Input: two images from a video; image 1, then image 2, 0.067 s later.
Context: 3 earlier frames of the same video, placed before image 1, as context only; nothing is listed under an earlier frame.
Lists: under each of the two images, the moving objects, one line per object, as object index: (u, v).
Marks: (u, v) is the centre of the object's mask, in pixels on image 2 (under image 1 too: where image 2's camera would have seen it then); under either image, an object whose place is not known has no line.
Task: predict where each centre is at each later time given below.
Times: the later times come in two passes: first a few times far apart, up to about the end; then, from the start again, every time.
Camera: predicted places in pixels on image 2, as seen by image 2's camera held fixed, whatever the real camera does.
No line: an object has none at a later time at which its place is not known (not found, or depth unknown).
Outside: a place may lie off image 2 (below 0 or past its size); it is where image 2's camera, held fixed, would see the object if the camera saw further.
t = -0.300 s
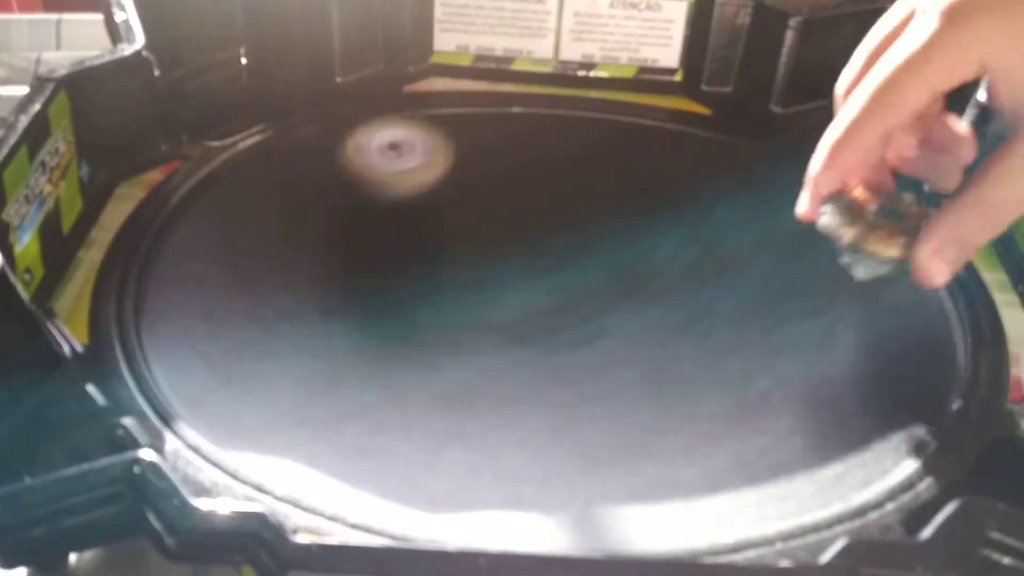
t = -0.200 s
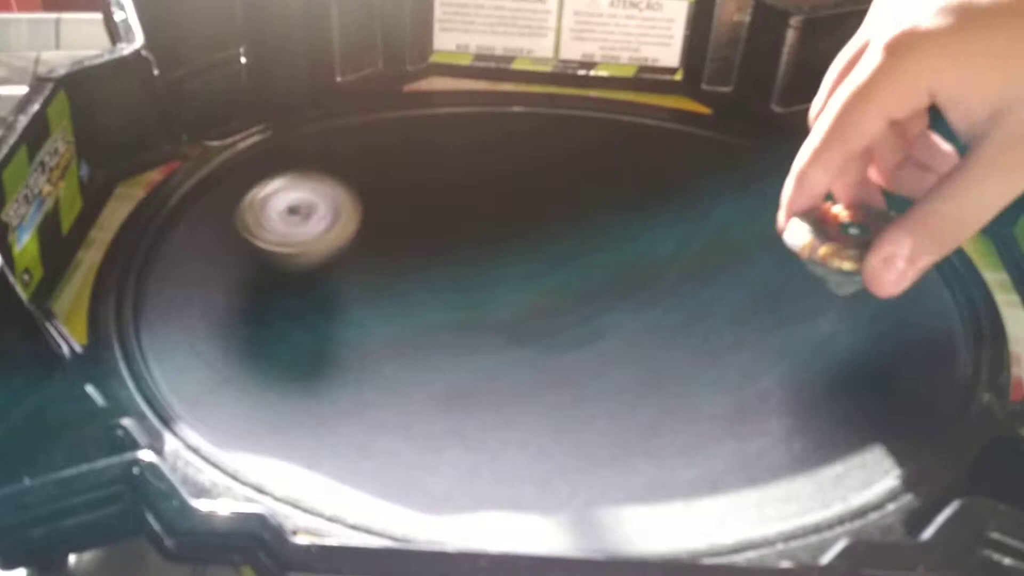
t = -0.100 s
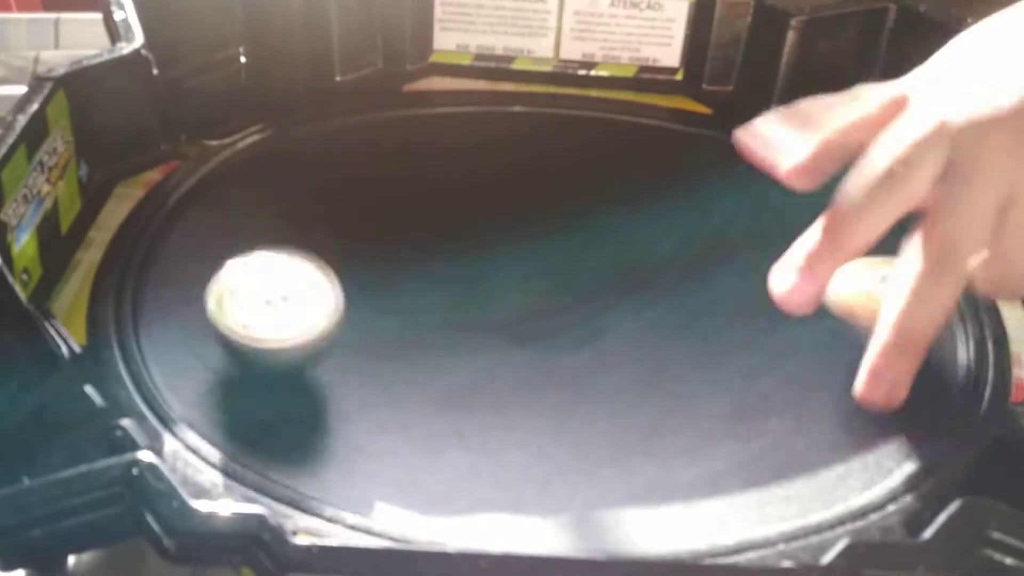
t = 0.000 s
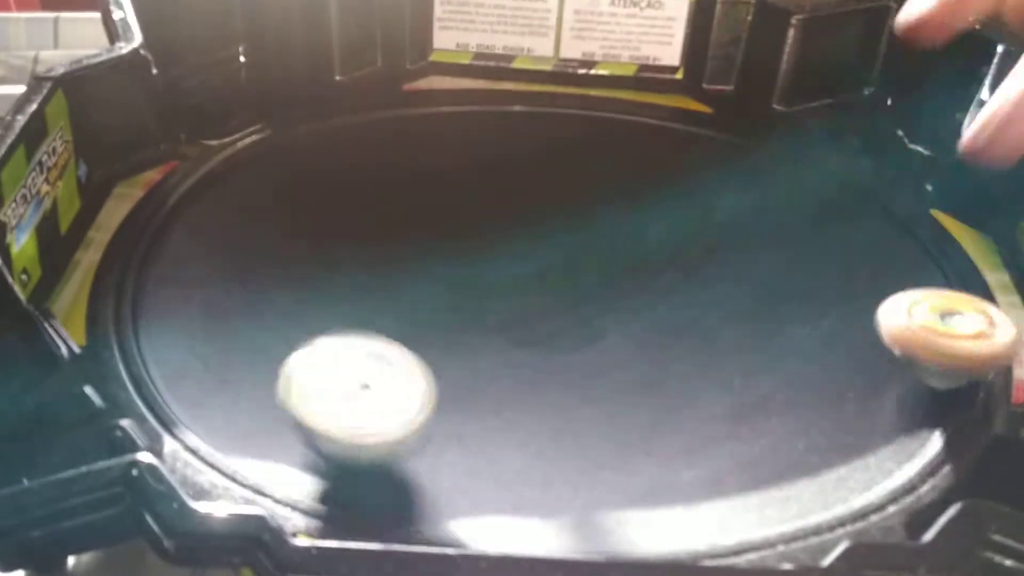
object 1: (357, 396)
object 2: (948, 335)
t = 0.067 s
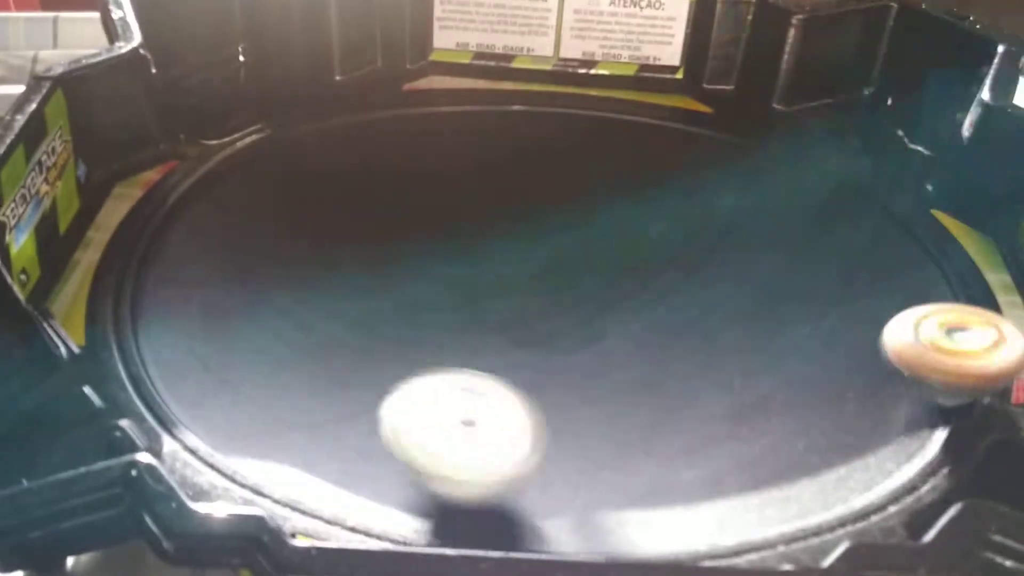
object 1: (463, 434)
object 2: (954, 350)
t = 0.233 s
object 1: (732, 405)
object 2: (907, 374)
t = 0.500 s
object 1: (605, 262)
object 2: (898, 295)
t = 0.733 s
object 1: (439, 238)
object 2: (804, 258)
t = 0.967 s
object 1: (339, 306)
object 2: (607, 238)
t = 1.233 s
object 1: (490, 366)
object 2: (364, 235)
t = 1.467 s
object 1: (596, 295)
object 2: (234, 260)
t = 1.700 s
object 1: (548, 220)
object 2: (240, 312)
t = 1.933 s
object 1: (428, 207)
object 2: (410, 352)
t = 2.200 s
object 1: (418, 301)
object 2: (660, 308)
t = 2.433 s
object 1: (578, 332)
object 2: (790, 226)
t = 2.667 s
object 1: (680, 272)
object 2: (790, 192)
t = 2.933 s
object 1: (494, 249)
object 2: (786, 201)
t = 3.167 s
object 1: (446, 316)
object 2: (718, 283)
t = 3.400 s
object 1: (455, 335)
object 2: (598, 393)
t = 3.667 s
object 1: (464, 330)
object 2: (554, 436)
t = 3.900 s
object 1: (477, 288)
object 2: (524, 409)
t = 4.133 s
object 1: (467, 248)
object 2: (483, 347)
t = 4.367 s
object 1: (433, 215)
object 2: (446, 308)
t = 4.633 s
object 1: (440, 189)
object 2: (418, 301)
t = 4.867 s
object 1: (469, 192)
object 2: (416, 311)
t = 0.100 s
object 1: (521, 443)
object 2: (944, 357)
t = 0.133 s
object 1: (584, 444)
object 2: (935, 363)
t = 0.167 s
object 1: (640, 438)
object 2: (926, 366)
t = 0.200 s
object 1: (691, 423)
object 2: (918, 370)
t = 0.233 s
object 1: (732, 405)
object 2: (907, 374)
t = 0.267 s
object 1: (755, 383)
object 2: (903, 373)
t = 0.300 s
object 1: (724, 365)
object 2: (947, 364)
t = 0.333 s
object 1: (698, 346)
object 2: (956, 347)
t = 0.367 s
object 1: (675, 325)
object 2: (952, 341)
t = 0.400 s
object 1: (658, 303)
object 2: (940, 325)
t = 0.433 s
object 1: (642, 287)
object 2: (926, 314)
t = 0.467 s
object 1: (625, 273)
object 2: (912, 304)
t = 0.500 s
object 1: (605, 262)
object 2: (898, 295)
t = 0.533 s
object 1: (583, 253)
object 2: (885, 287)
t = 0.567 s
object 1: (559, 247)
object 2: (874, 281)
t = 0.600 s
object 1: (535, 243)
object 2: (863, 275)
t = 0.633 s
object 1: (510, 239)
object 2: (852, 270)
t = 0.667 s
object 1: (485, 237)
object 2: (839, 265)
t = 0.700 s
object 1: (462, 237)
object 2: (823, 261)
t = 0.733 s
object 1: (439, 238)
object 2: (804, 258)
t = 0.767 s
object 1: (417, 242)
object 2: (782, 254)
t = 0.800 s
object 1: (395, 248)
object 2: (757, 250)
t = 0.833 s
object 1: (377, 255)
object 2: (729, 247)
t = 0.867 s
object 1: (361, 266)
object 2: (700, 245)
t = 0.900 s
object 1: (349, 278)
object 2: (669, 242)
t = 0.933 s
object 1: (342, 291)
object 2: (639, 239)
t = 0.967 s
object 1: (339, 306)
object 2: (607, 238)
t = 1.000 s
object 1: (344, 318)
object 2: (575, 237)
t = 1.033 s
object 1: (354, 332)
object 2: (544, 235)
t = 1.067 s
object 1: (369, 344)
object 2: (514, 234)
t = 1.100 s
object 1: (390, 354)
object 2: (484, 234)
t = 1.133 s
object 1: (413, 363)
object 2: (452, 233)
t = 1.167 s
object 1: (439, 367)
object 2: (422, 233)
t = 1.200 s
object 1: (464, 369)
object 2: (393, 234)
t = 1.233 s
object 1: (490, 366)
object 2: (364, 235)
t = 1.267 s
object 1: (515, 362)
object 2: (336, 237)
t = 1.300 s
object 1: (537, 354)
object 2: (312, 240)
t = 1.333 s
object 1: (556, 345)
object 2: (290, 242)
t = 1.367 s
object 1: (571, 335)
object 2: (271, 246)
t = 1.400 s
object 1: (584, 321)
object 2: (255, 250)
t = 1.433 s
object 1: (592, 309)
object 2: (242, 254)
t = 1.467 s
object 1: (596, 295)
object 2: (234, 260)
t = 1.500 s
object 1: (595, 283)
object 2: (226, 267)
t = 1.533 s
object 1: (593, 272)
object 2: (221, 273)
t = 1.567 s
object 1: (592, 261)
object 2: (220, 280)
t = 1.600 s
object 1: (586, 249)
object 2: (221, 288)
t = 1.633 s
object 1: (575, 238)
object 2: (224, 297)
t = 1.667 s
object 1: (562, 229)
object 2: (230, 304)
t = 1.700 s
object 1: (548, 220)
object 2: (240, 312)
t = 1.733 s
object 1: (532, 213)
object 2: (253, 320)
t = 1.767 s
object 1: (515, 206)
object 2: (271, 328)
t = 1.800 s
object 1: (497, 202)
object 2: (291, 334)
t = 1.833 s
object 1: (479, 201)
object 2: (316, 341)
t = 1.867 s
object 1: (462, 201)
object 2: (345, 346)
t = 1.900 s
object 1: (445, 203)
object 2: (376, 349)
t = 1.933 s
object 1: (428, 207)
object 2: (410, 352)
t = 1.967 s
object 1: (414, 214)
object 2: (445, 352)
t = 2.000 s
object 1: (402, 223)
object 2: (477, 351)
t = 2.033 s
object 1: (393, 234)
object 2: (511, 347)
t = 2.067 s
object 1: (388, 246)
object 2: (544, 343)
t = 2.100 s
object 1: (389, 260)
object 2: (575, 336)
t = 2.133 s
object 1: (394, 275)
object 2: (605, 329)
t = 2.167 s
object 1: (404, 289)
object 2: (633, 319)
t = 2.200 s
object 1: (418, 301)
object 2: (660, 308)
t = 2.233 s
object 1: (437, 312)
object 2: (685, 297)
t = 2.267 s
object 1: (458, 321)
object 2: (707, 285)
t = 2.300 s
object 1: (482, 327)
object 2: (730, 272)
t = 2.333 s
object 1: (507, 332)
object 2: (750, 259)
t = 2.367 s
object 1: (530, 334)
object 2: (766, 247)
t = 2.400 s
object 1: (555, 333)
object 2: (779, 236)
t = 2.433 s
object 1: (578, 332)
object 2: (790, 226)
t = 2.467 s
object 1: (600, 328)
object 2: (795, 219)
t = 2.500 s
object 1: (621, 322)
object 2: (799, 212)
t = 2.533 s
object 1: (638, 314)
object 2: (802, 206)
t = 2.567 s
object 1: (654, 305)
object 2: (801, 202)
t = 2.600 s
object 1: (667, 296)
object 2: (799, 197)
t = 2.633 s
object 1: (675, 284)
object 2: (796, 194)
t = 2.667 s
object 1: (680, 272)
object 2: (790, 192)
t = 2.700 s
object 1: (681, 261)
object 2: (782, 191)
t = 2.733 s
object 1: (678, 249)
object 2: (774, 193)
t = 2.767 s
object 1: (654, 241)
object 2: (777, 191)
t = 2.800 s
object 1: (612, 240)
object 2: (793, 186)
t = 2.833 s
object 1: (575, 239)
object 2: (795, 186)
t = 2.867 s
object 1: (544, 240)
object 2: (793, 190)
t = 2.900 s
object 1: (517, 243)
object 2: (790, 195)
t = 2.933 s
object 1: (494, 249)
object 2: (786, 201)
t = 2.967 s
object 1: (476, 257)
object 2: (781, 208)
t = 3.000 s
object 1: (460, 269)
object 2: (776, 217)
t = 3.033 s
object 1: (450, 280)
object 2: (769, 226)
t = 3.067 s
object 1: (444, 290)
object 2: (760, 237)
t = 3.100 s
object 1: (442, 300)
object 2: (749, 250)
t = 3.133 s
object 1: (442, 308)
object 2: (735, 266)
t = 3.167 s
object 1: (446, 316)
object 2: (718, 283)
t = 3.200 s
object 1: (451, 323)
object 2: (697, 299)
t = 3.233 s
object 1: (458, 328)
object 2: (674, 315)
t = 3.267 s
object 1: (464, 332)
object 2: (650, 331)
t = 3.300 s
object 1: (472, 336)
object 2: (624, 347)
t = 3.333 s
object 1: (472, 338)
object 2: (606, 358)
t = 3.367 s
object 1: (460, 336)
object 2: (602, 379)
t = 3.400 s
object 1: (455, 335)
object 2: (598, 393)
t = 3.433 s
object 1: (451, 334)
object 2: (589, 405)
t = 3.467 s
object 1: (449, 333)
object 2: (581, 413)
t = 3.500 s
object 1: (449, 333)
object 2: (577, 419)
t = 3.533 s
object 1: (450, 333)
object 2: (572, 425)
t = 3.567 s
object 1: (452, 335)
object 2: (567, 430)
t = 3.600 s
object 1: (456, 335)
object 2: (563, 434)
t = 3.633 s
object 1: (460, 332)
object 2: (558, 436)
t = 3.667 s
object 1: (464, 330)
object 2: (554, 436)
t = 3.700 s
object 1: (468, 323)
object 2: (550, 436)
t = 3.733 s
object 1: (471, 317)
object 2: (546, 434)
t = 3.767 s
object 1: (474, 313)
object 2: (543, 432)
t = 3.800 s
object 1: (476, 306)
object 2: (538, 428)
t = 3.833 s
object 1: (477, 299)
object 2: (534, 423)
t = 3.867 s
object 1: (477, 293)
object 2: (530, 417)
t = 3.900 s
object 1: (477, 288)
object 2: (524, 409)
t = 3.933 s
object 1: (477, 283)
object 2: (519, 402)
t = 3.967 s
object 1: (476, 278)
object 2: (514, 394)
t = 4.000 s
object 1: (475, 274)
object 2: (507, 384)
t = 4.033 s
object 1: (474, 270)
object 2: (500, 373)
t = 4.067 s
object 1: (472, 266)
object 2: (493, 361)
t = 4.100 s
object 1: (470, 261)
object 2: (486, 350)
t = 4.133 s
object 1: (467, 248)
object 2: (483, 347)
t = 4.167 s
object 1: (462, 237)
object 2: (478, 341)
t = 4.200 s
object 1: (458, 229)
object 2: (472, 335)
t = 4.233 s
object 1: (453, 223)
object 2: (466, 329)
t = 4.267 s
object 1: (446, 222)
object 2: (461, 323)
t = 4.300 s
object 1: (441, 221)
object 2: (455, 317)
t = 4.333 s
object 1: (437, 218)
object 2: (450, 311)
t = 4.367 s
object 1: (433, 215)
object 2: (446, 308)
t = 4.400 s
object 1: (429, 210)
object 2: (442, 305)
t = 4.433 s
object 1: (426, 207)
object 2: (437, 302)
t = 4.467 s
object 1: (425, 206)
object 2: (434, 300)
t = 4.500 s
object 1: (425, 205)
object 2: (430, 297)
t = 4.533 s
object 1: (425, 204)
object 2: (427, 294)
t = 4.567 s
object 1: (426, 204)
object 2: (425, 292)
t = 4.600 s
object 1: (433, 196)
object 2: (420, 299)
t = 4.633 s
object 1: (440, 189)
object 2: (418, 301)
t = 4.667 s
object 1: (446, 185)
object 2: (414, 302)
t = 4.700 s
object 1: (451, 183)
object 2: (412, 304)
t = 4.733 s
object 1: (455, 183)
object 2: (411, 305)
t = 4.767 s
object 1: (459, 184)
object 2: (411, 307)
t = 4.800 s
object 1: (462, 185)
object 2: (412, 308)
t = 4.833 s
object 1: (466, 188)
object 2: (413, 310)
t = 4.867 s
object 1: (469, 192)
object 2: (416, 311)
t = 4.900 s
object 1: (474, 196)
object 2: (419, 312)
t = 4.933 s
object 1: (480, 201)
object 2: (423, 313)
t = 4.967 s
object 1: (487, 206)
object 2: (429, 313)
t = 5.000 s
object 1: (495, 212)
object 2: (435, 313)
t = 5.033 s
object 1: (503, 218)
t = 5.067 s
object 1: (512, 224)
